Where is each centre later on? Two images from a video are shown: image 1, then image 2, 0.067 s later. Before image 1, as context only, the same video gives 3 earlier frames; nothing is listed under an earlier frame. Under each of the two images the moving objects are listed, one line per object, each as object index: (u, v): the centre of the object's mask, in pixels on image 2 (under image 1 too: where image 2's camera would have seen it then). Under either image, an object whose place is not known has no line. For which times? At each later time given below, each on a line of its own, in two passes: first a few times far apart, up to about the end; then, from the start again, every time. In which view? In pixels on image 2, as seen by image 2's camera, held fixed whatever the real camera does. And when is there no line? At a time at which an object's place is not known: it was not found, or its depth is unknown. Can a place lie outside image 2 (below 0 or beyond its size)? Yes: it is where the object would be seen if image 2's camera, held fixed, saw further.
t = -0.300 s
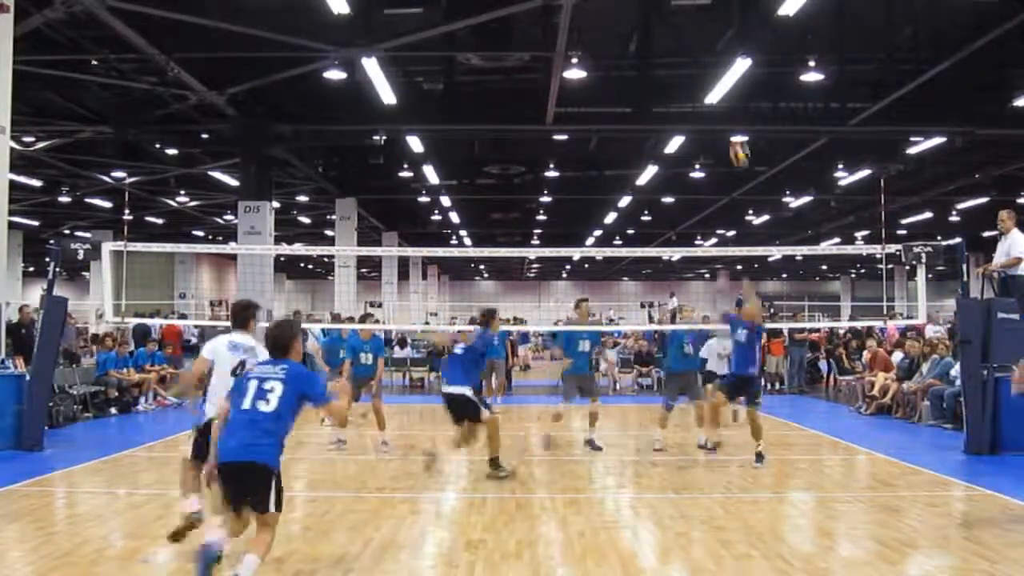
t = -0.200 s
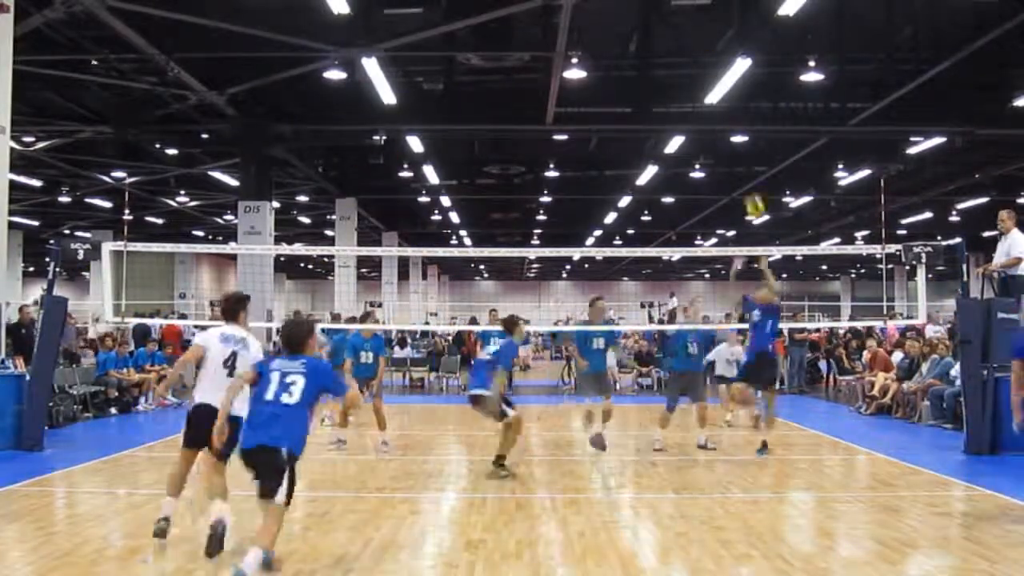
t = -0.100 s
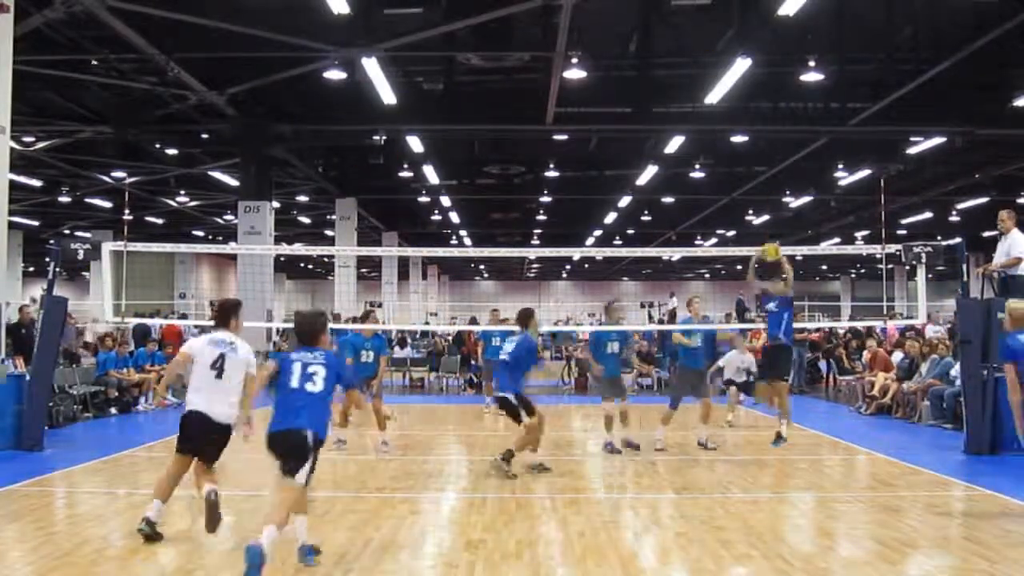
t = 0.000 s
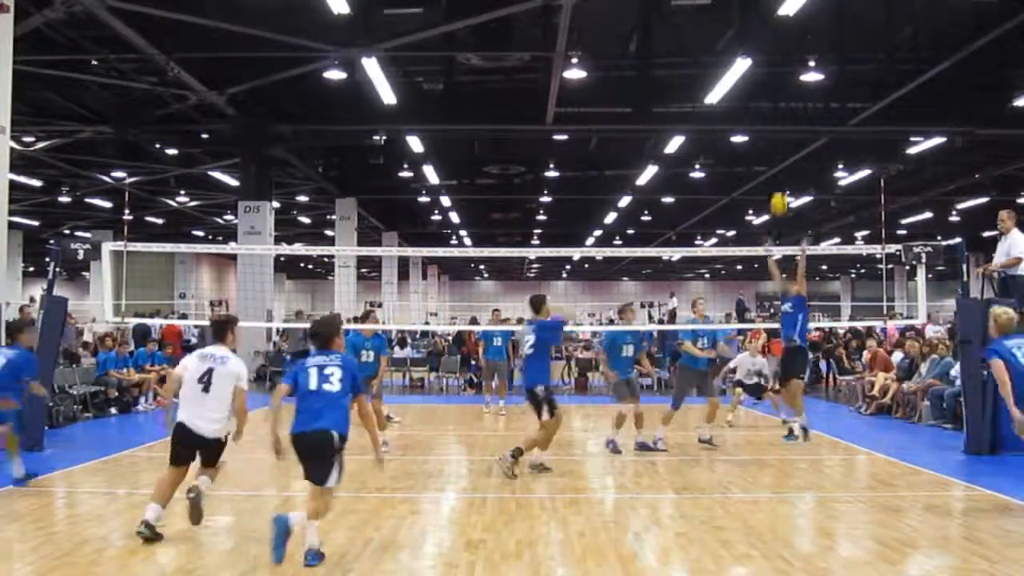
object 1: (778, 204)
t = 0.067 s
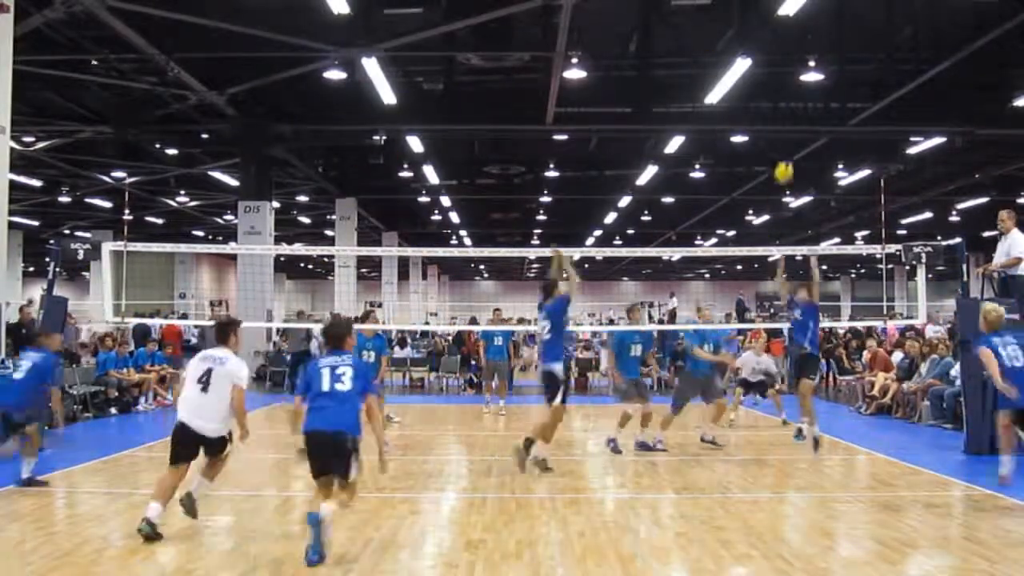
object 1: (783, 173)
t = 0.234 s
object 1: (795, 114)
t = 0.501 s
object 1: (814, 69)
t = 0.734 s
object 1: (830, 82)
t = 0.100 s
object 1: (786, 159)
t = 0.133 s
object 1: (788, 147)
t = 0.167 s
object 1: (790, 135)
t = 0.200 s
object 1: (793, 124)
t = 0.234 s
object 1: (795, 114)
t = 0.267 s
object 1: (797, 105)
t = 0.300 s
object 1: (799, 96)
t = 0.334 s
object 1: (800, 90)
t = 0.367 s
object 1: (802, 85)
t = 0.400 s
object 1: (804, 79)
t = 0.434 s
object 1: (809, 73)
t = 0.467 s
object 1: (810, 71)
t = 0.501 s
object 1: (814, 69)
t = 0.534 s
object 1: (815, 68)
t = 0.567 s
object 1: (817, 67)
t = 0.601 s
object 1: (820, 68)
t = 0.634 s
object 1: (821, 69)
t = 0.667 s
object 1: (826, 73)
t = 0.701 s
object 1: (828, 76)
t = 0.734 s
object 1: (830, 82)
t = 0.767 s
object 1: (832, 88)
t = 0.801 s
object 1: (835, 94)
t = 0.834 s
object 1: (838, 103)
